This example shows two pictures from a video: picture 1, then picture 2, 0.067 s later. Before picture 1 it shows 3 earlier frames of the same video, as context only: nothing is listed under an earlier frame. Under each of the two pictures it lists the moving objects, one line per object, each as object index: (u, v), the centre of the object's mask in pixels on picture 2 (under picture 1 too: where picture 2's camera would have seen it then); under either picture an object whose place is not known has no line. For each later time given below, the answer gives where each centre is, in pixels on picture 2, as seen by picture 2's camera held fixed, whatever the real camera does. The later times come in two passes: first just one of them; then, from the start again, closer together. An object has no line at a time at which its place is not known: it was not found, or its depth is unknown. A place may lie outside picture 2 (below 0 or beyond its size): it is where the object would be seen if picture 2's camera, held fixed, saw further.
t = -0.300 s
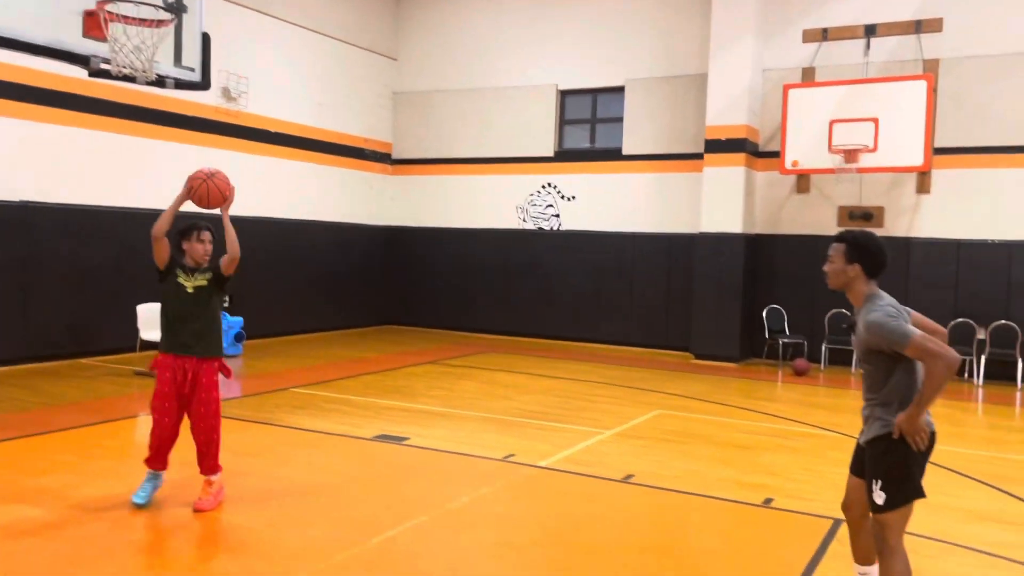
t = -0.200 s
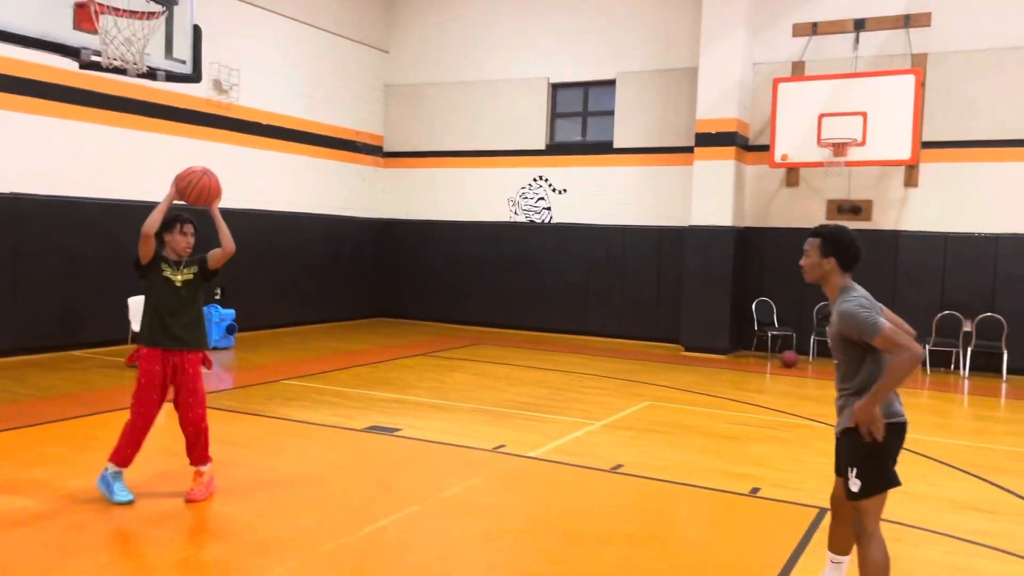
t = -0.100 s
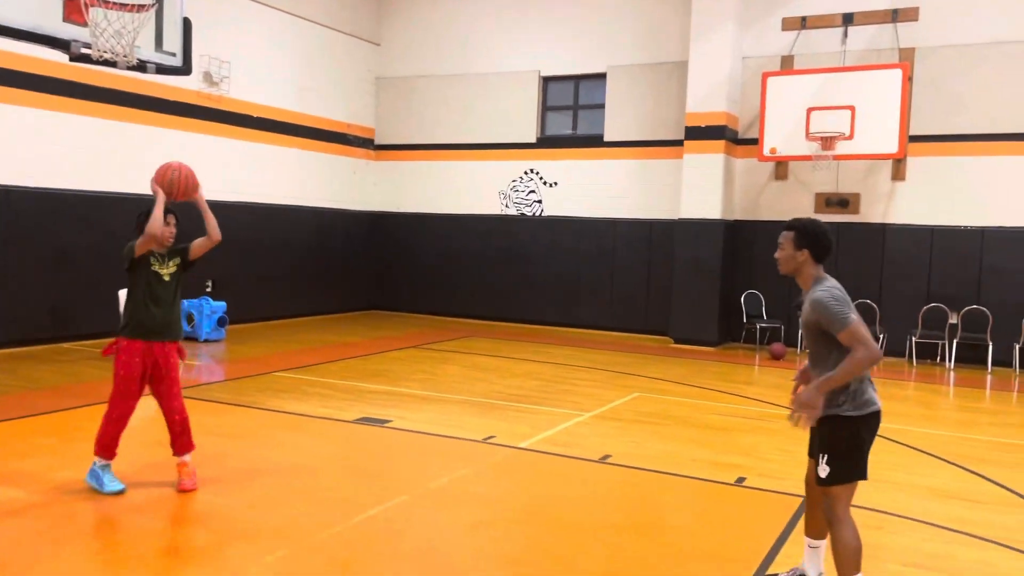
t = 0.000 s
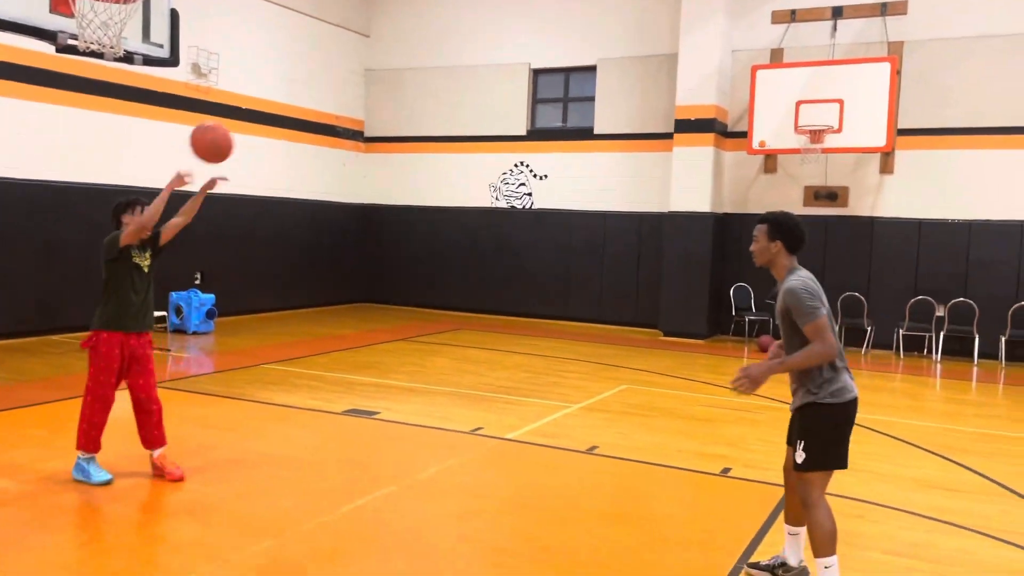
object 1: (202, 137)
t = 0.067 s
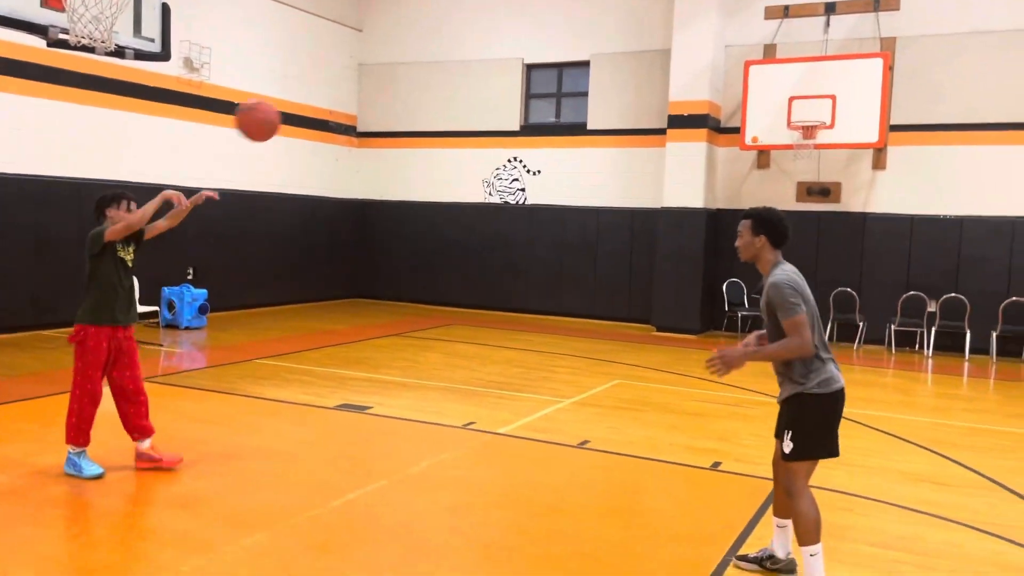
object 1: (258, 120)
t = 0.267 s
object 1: (430, 116)
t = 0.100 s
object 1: (285, 115)
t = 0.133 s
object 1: (314, 111)
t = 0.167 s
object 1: (342, 110)
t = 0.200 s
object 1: (371, 109)
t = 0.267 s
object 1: (430, 116)
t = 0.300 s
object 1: (460, 123)
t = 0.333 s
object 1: (493, 132)
